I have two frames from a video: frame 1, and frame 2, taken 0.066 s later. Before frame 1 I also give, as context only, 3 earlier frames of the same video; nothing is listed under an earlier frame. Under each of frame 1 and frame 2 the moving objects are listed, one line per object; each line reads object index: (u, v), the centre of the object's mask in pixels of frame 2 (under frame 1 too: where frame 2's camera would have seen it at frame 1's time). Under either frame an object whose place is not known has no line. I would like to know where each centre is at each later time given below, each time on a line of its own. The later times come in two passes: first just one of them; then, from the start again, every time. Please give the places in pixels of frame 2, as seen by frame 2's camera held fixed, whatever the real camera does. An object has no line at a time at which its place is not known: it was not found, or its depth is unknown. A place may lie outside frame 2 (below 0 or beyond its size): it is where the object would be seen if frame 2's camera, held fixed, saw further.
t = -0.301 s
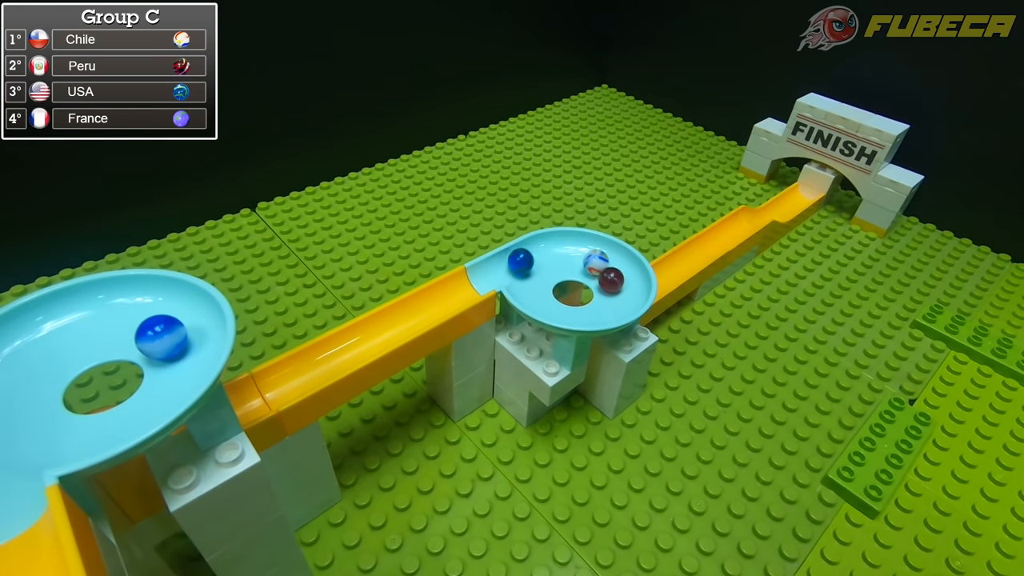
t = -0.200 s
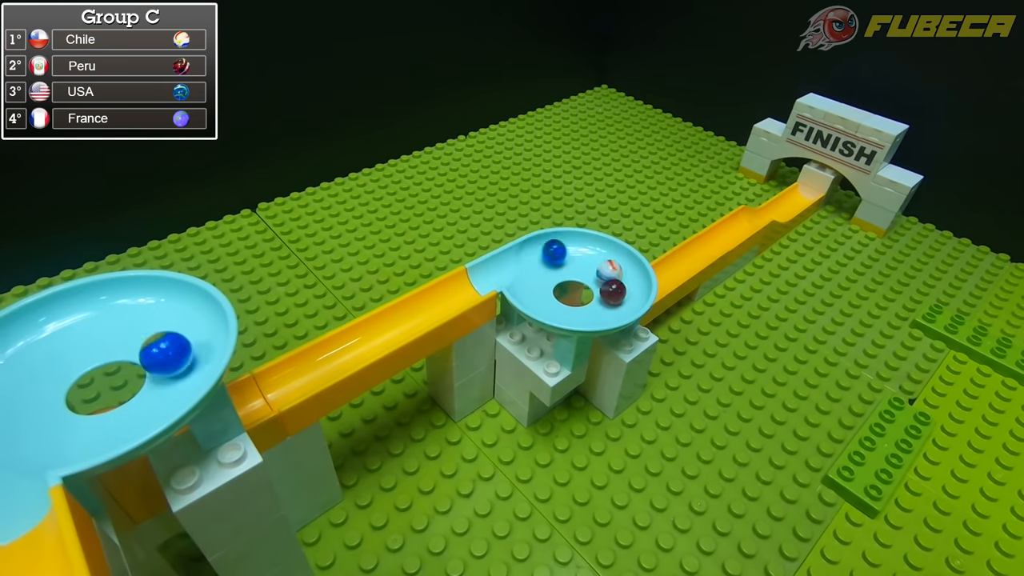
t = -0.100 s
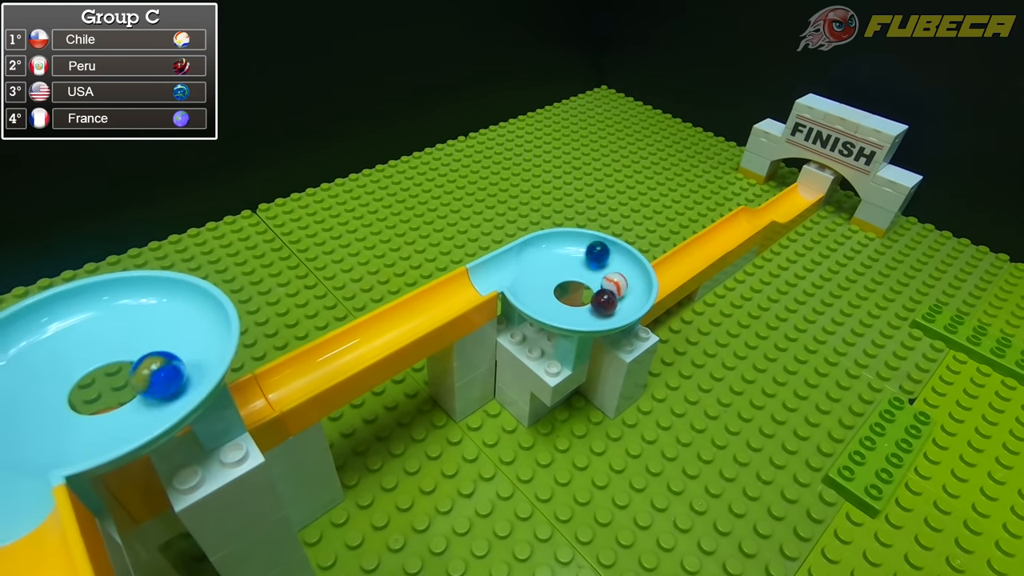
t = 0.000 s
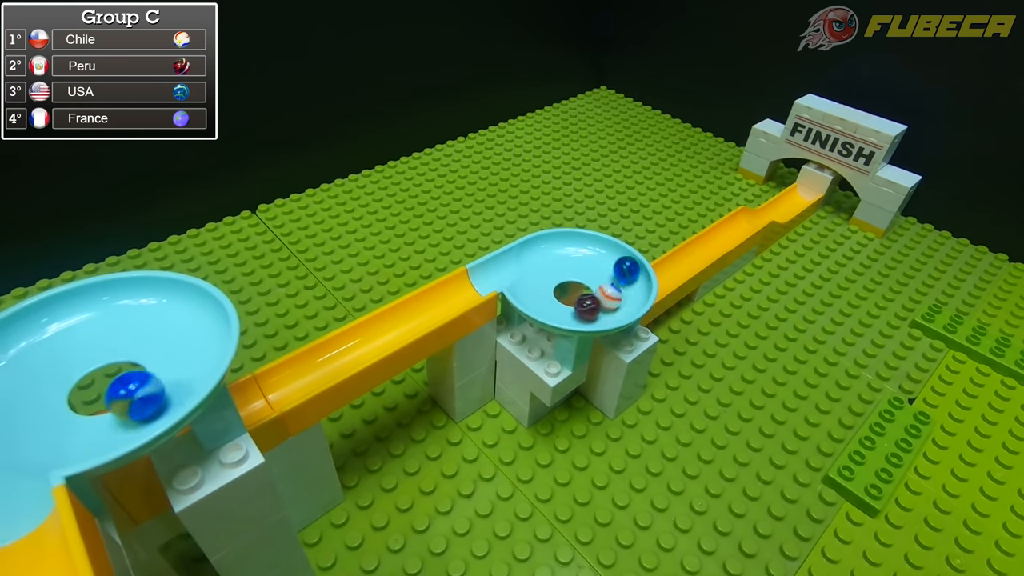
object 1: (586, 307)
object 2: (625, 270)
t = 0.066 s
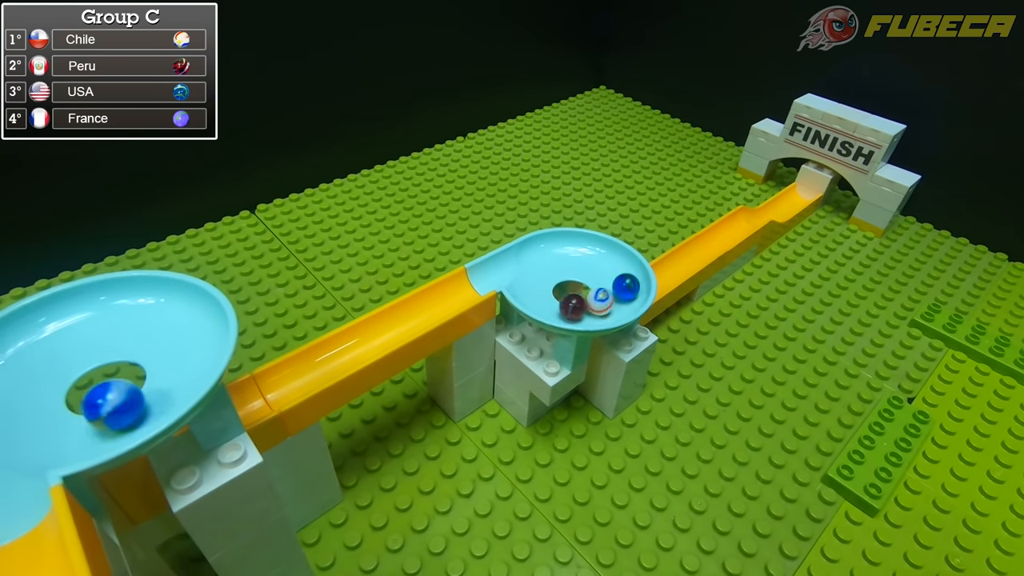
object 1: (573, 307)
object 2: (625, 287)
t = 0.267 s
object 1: (533, 291)
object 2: (590, 314)
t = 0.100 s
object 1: (566, 306)
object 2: (621, 296)
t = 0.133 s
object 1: (559, 304)
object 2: (616, 303)
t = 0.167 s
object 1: (550, 302)
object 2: (611, 308)
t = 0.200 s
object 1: (543, 299)
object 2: (604, 311)
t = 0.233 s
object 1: (537, 295)
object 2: (597, 313)
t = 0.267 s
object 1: (533, 291)
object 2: (590, 314)
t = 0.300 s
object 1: (530, 286)
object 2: (582, 314)
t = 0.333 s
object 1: (530, 281)
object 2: (574, 312)
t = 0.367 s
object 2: (568, 310)
